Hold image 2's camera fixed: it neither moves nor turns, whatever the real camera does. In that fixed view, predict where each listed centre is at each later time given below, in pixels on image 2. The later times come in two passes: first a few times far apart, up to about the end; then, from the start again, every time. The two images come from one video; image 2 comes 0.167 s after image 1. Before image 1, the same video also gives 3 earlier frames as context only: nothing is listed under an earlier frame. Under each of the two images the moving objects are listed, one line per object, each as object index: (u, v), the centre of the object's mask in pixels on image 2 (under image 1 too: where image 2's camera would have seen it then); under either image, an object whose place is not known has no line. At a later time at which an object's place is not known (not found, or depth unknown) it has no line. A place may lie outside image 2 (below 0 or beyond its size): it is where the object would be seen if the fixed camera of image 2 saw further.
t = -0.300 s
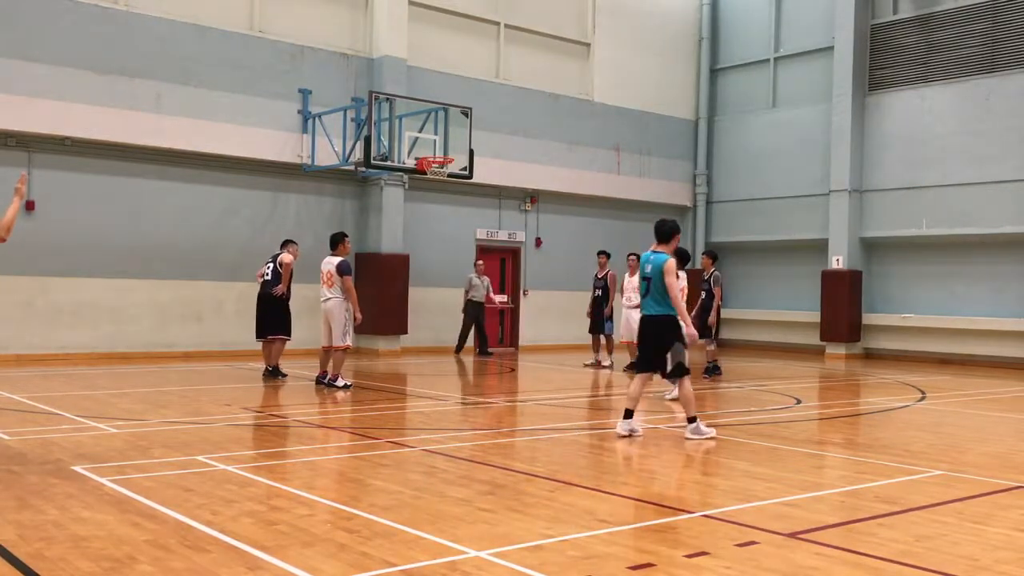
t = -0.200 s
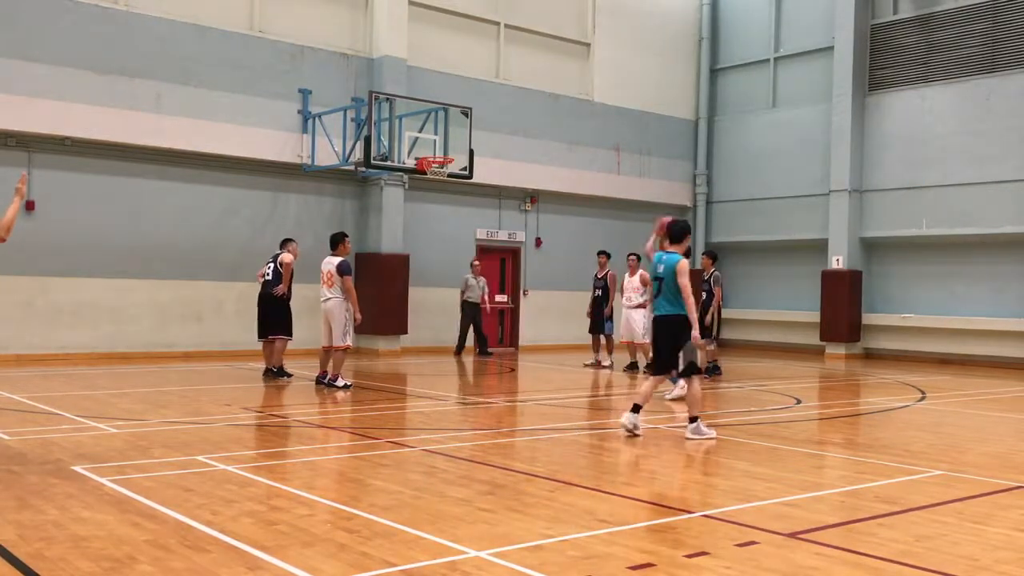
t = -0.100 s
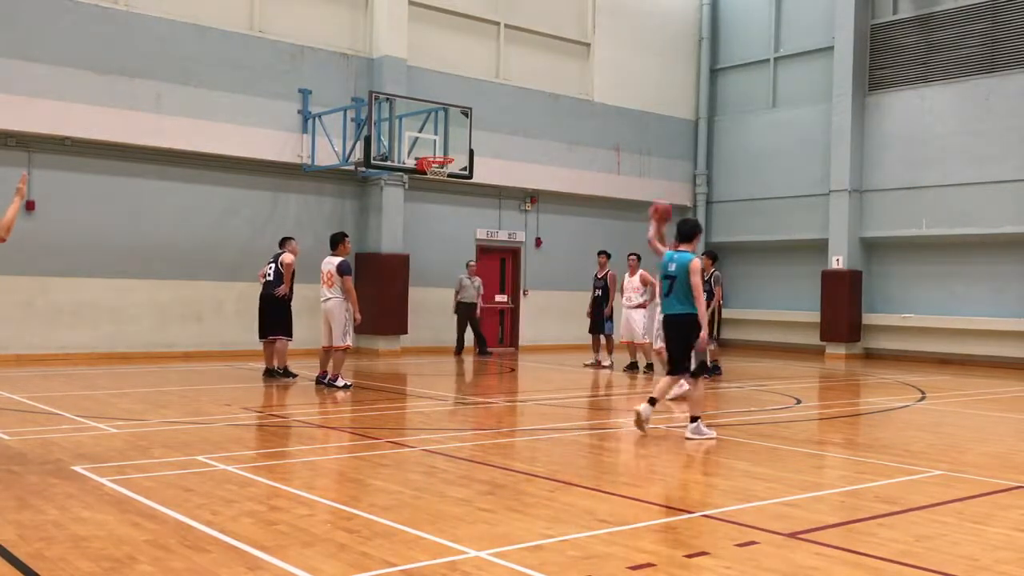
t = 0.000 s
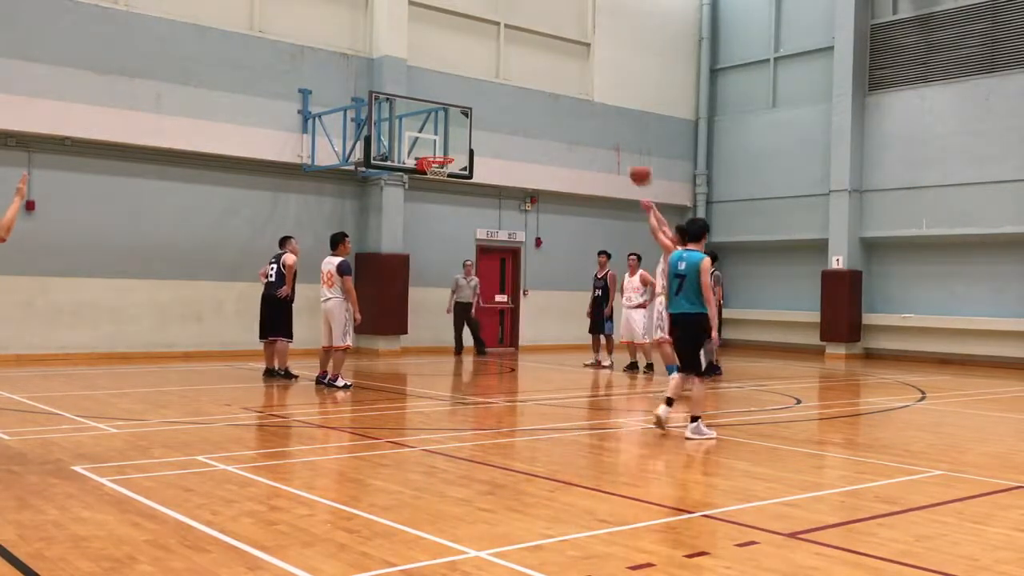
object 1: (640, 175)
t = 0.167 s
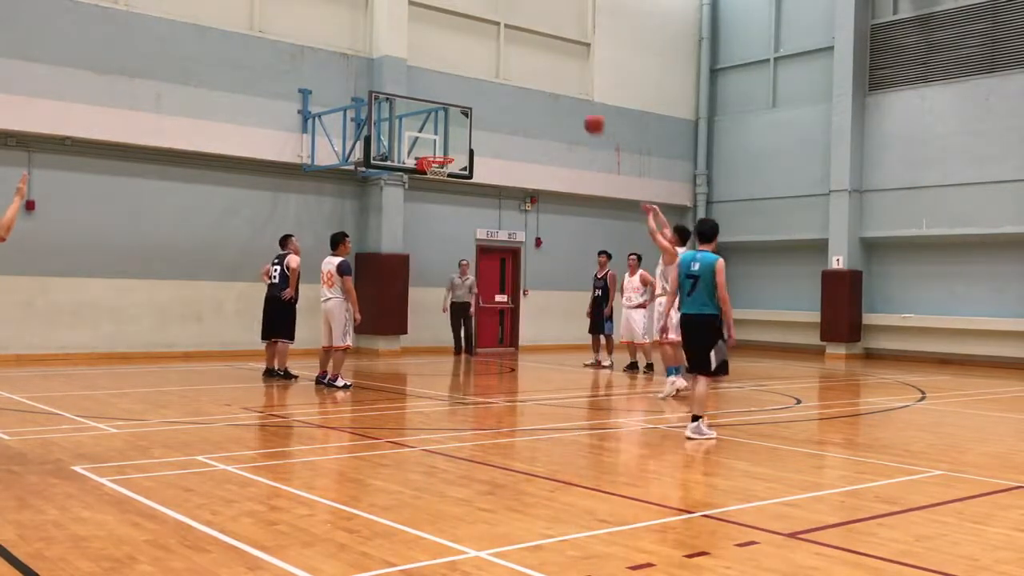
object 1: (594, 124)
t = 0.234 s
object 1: (576, 111)
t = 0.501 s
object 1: (512, 97)
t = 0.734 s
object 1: (461, 122)
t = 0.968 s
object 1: (431, 177)
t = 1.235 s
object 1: (445, 267)
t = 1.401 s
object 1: (455, 343)
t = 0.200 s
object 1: (585, 117)
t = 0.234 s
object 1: (576, 111)
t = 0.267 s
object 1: (568, 106)
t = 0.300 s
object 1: (560, 103)
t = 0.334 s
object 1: (551, 99)
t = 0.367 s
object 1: (543, 97)
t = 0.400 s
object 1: (535, 96)
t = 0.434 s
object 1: (527, 95)
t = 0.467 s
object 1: (519, 96)
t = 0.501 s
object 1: (512, 97)
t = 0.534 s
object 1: (504, 99)
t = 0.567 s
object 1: (496, 101)
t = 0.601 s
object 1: (489, 104)
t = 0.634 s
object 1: (482, 109)
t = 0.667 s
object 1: (473, 113)
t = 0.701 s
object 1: (468, 118)
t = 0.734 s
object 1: (461, 122)
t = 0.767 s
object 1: (454, 131)
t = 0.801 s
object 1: (447, 138)
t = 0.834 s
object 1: (441, 146)
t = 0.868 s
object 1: (434, 153)
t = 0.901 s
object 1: (429, 165)
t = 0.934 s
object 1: (428, 171)
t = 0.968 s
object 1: (431, 177)
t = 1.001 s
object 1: (434, 188)
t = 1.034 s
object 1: (437, 198)
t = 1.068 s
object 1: (438, 209)
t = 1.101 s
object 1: (440, 219)
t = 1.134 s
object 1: (442, 230)
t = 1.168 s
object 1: (444, 242)
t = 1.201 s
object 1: (446, 255)
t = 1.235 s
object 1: (445, 267)
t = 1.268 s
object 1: (449, 281)
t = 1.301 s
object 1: (450, 294)
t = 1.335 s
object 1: (453, 310)
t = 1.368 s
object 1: (454, 324)
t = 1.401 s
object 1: (455, 343)
